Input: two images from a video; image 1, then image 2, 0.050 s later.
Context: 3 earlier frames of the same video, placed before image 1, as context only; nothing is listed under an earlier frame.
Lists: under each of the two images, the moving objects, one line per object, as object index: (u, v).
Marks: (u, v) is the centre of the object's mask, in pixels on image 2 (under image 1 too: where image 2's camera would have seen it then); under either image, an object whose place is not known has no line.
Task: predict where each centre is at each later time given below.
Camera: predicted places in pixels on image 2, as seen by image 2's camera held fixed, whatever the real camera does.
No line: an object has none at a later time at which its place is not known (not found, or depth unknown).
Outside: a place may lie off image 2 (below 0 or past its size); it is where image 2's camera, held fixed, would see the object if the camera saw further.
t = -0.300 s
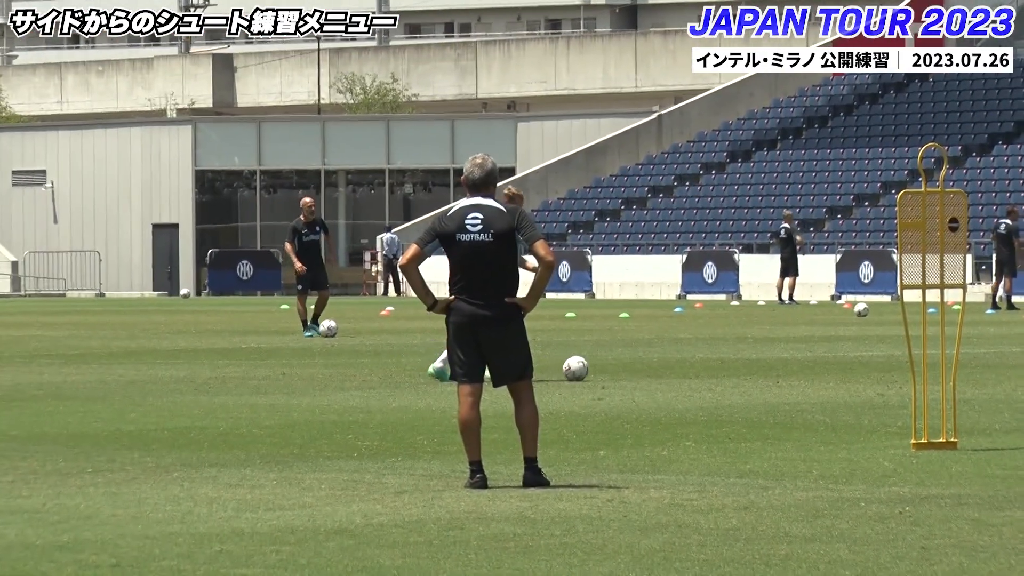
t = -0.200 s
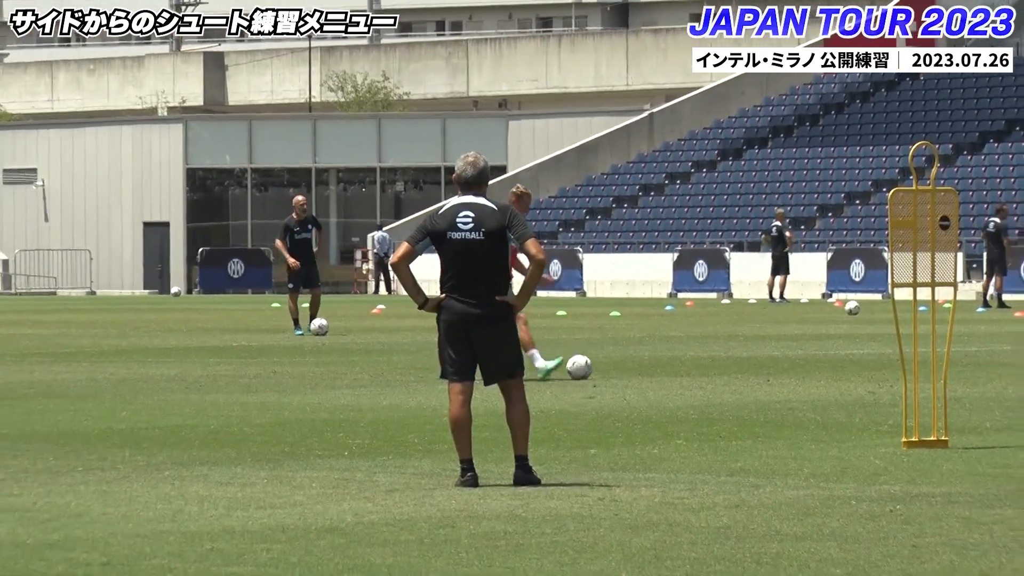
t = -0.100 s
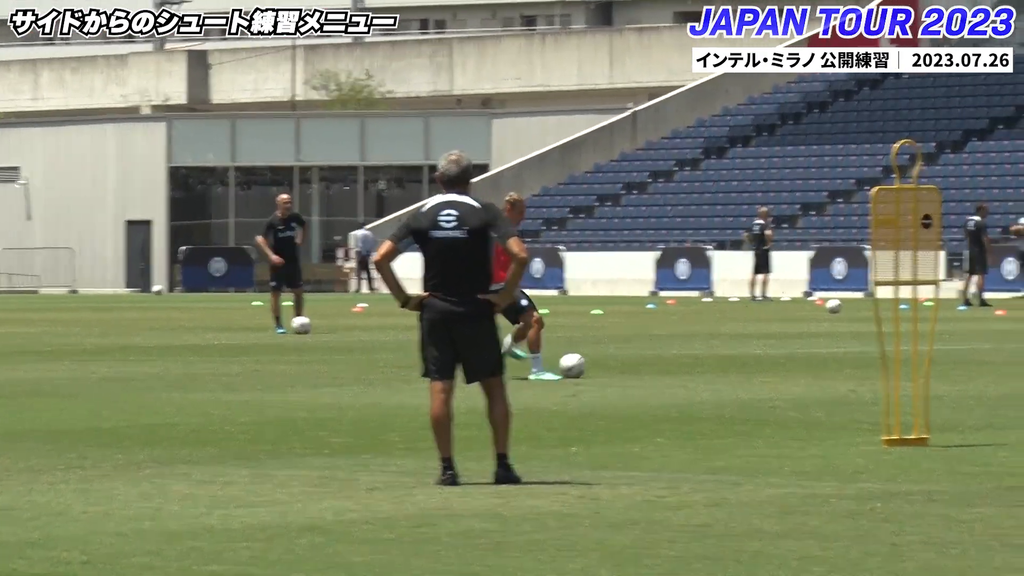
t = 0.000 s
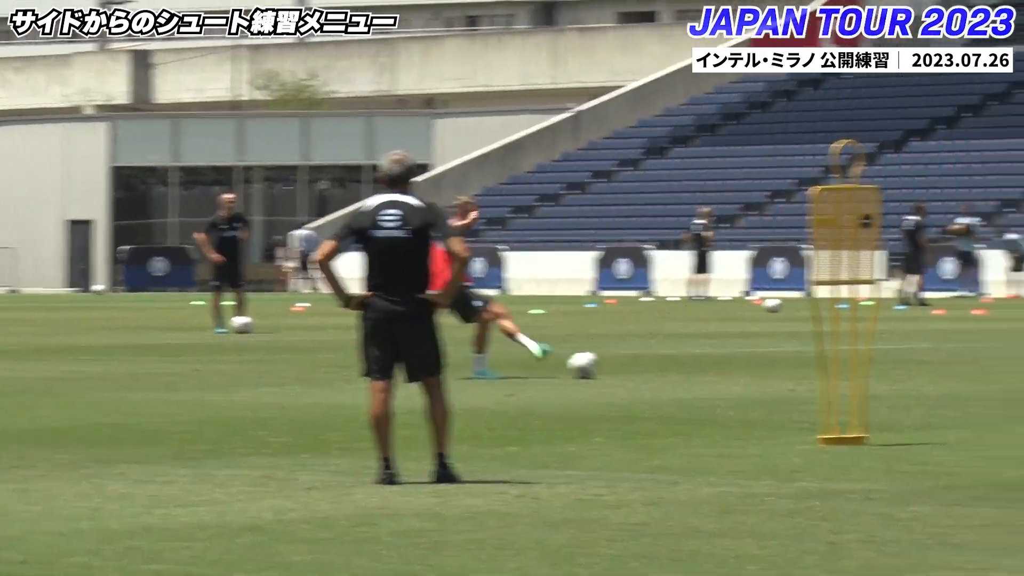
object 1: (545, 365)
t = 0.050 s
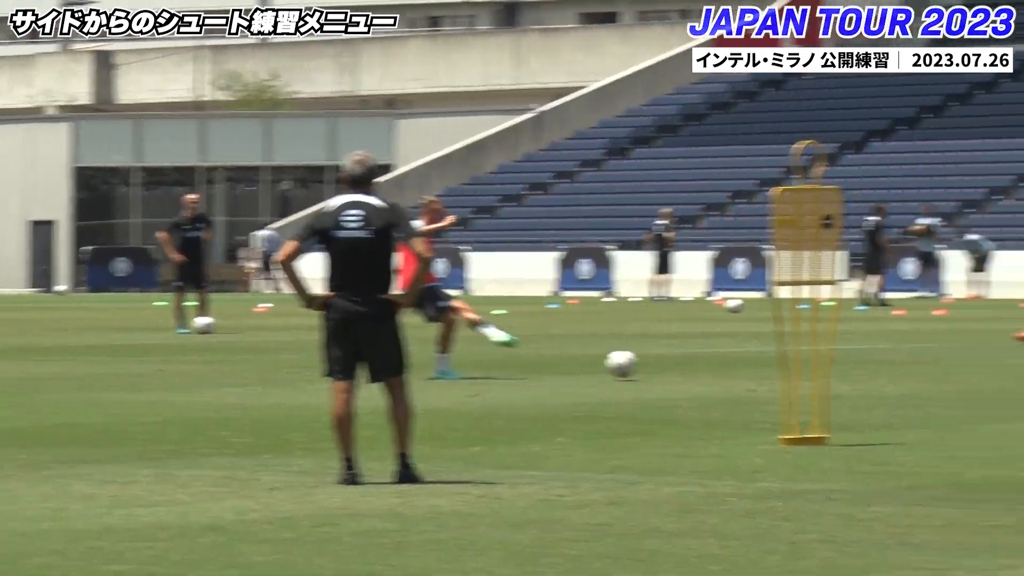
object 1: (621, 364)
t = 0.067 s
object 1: (647, 364)
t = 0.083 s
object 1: (673, 364)
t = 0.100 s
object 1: (699, 366)
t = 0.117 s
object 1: (725, 367)
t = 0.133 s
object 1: (752, 370)
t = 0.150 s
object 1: (777, 371)
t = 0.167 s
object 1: (804, 371)
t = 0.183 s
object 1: (828, 370)
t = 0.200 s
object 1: (852, 368)
